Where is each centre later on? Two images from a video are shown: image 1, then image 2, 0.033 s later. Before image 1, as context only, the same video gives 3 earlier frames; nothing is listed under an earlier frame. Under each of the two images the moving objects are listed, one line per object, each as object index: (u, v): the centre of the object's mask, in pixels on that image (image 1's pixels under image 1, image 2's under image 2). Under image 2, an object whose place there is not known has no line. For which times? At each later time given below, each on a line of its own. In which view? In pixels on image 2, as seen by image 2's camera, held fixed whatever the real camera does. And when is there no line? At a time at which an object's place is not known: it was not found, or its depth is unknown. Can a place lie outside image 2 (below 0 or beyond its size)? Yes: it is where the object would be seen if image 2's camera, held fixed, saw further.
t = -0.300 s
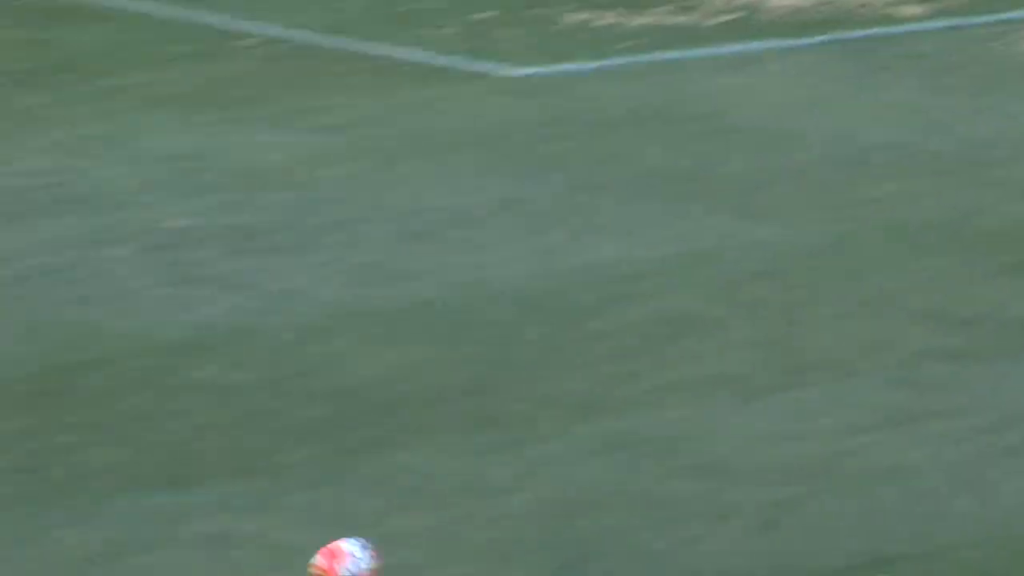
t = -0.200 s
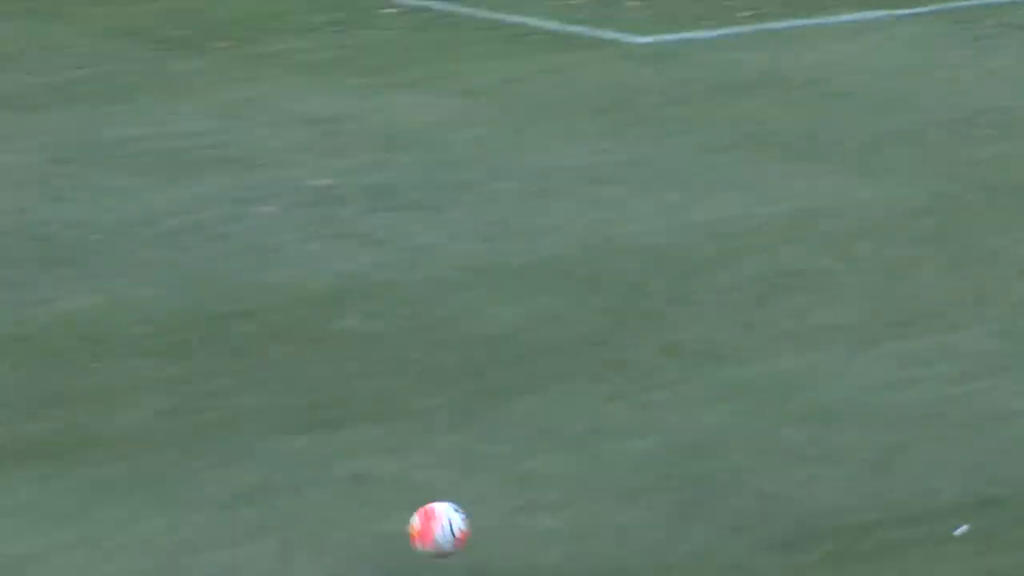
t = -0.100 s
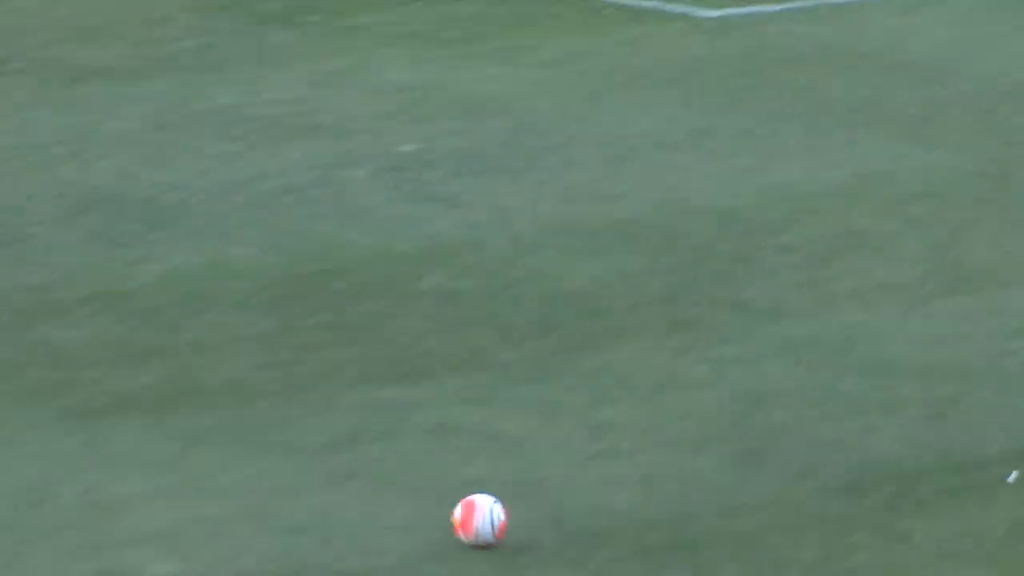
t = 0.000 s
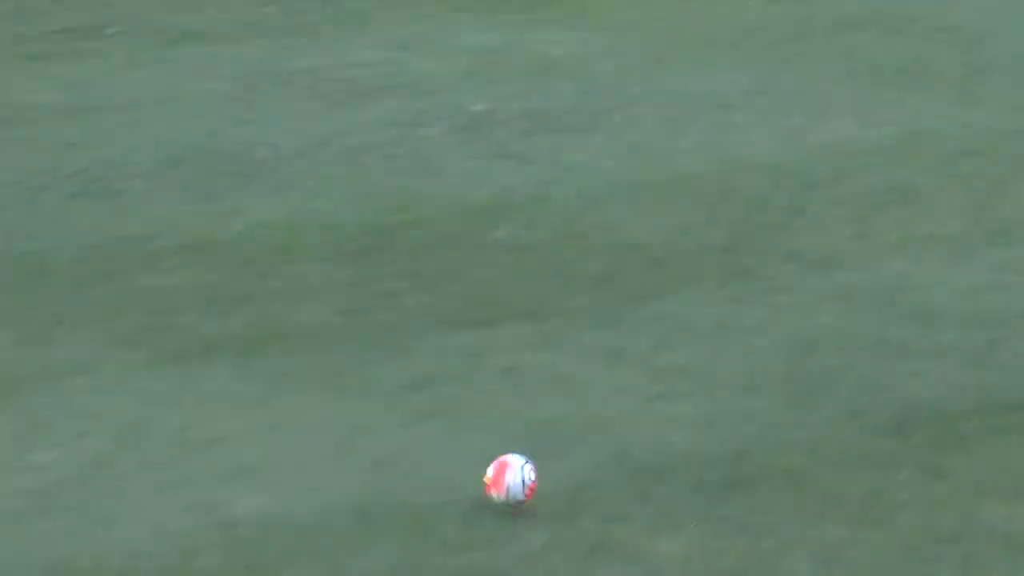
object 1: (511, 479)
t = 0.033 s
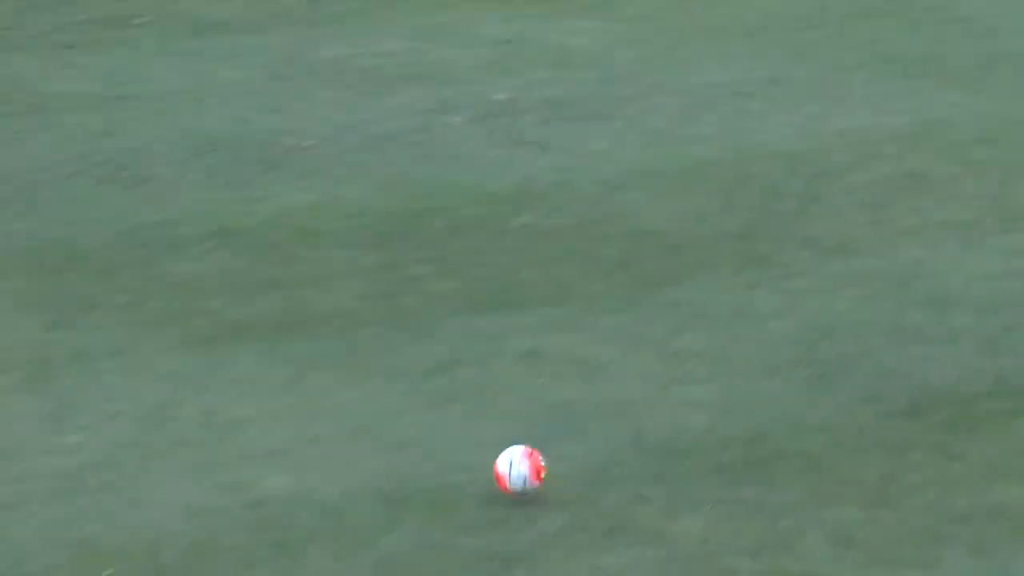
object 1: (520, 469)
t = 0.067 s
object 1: (507, 483)
